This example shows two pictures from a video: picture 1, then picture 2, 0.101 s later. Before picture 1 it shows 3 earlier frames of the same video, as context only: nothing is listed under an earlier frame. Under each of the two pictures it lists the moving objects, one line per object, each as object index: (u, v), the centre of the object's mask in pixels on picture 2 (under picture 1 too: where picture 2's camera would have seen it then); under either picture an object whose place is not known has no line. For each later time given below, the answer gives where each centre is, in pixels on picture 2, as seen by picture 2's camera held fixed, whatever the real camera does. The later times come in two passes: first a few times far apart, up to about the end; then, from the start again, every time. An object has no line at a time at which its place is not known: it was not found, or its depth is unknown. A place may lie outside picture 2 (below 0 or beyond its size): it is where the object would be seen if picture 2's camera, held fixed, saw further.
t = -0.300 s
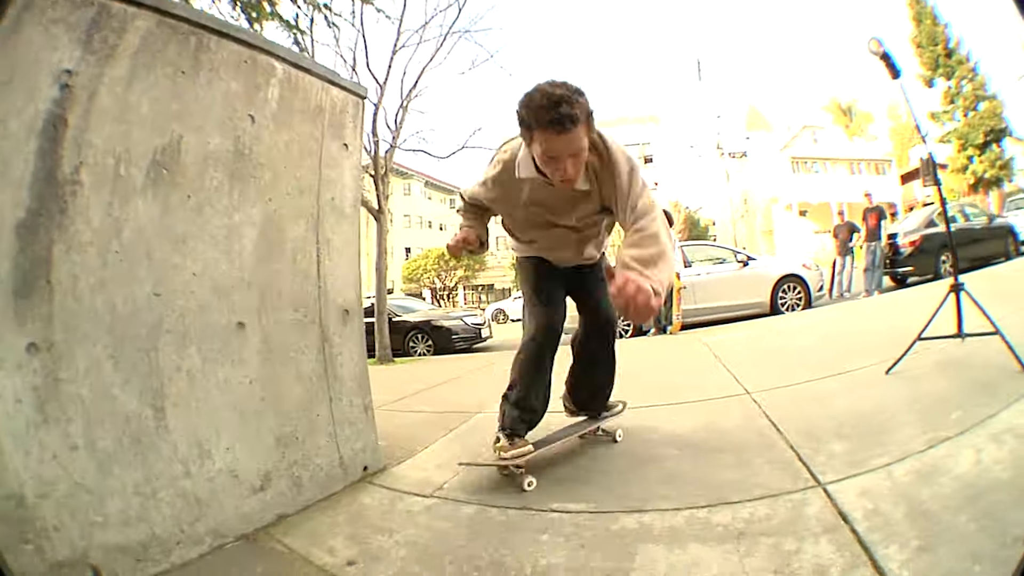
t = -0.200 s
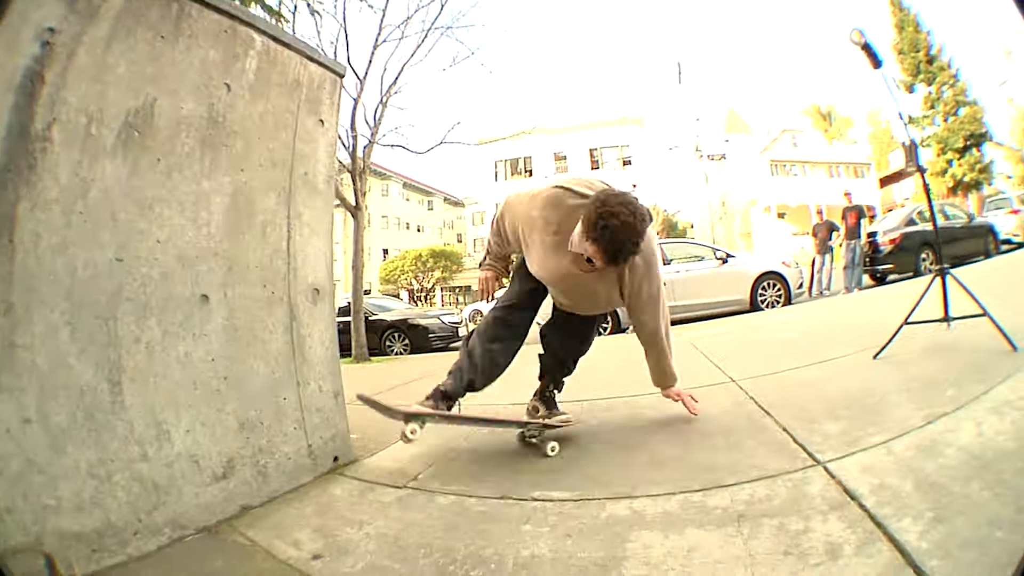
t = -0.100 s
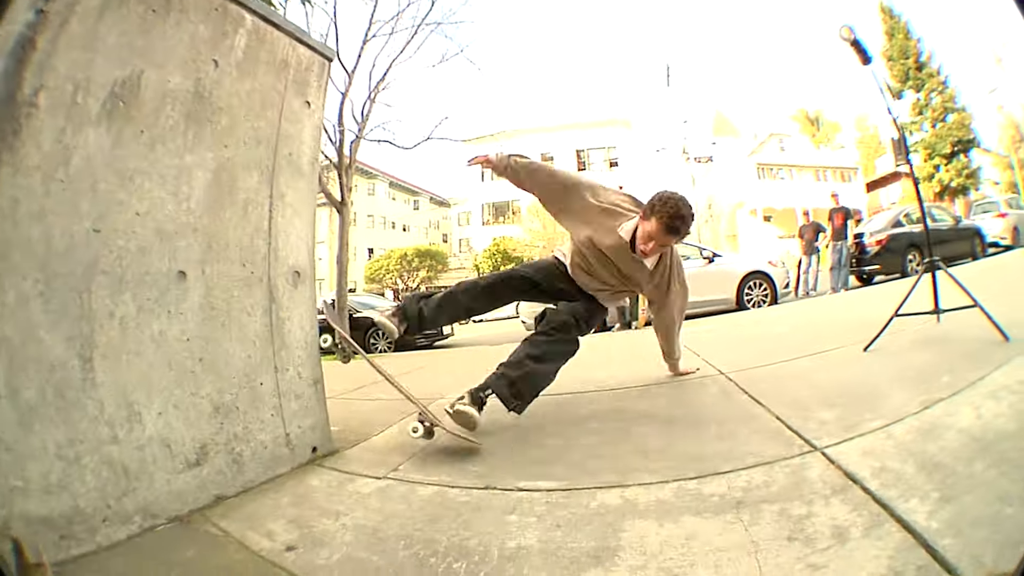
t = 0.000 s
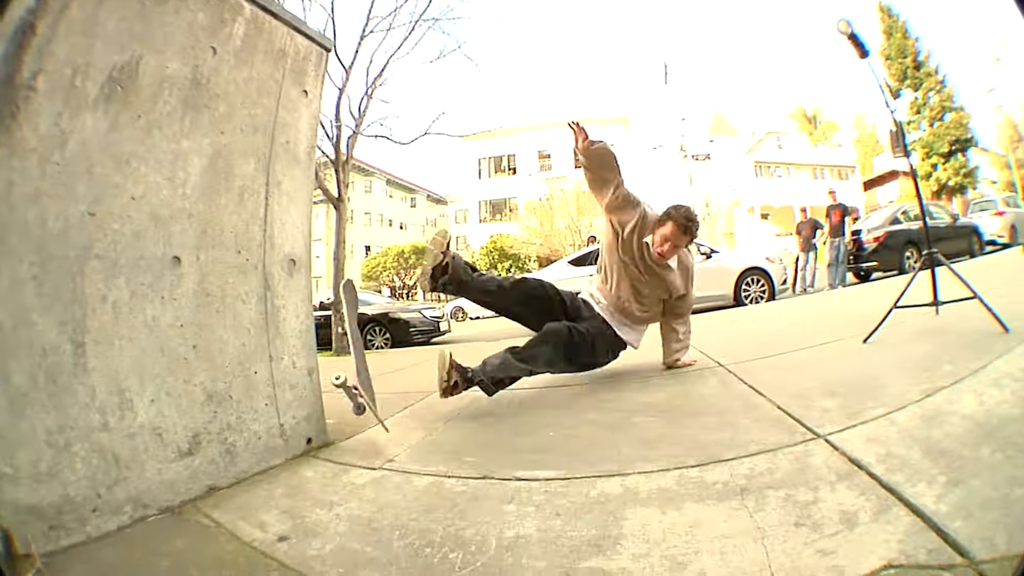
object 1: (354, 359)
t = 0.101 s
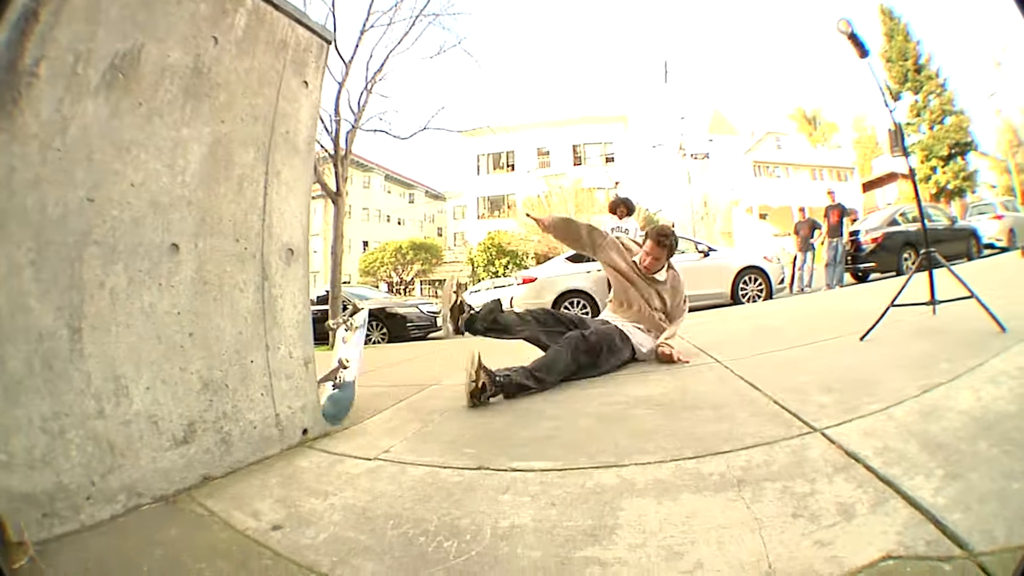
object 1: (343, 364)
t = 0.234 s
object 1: (359, 385)
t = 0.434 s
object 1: (353, 386)
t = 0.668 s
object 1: (342, 387)
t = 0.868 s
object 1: (348, 386)
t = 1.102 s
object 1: (345, 392)
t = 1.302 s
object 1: (346, 398)
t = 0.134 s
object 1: (347, 371)
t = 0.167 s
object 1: (351, 379)
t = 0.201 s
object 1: (354, 382)
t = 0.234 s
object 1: (359, 385)
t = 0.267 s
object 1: (360, 385)
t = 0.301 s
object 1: (358, 383)
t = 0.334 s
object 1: (356, 382)
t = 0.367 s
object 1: (355, 383)
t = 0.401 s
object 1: (354, 384)
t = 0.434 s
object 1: (353, 386)
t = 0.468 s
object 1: (351, 389)
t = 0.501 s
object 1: (348, 390)
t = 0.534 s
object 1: (346, 389)
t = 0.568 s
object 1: (344, 388)
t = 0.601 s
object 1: (343, 387)
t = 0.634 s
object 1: (342, 387)
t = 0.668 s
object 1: (342, 387)
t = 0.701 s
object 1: (343, 388)
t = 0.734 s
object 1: (344, 389)
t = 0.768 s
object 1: (346, 390)
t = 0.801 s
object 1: (347, 389)
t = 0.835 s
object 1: (348, 387)
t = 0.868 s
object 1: (348, 386)
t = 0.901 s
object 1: (348, 385)
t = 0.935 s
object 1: (348, 386)
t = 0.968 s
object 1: (348, 387)
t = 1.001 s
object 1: (348, 389)
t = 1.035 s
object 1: (347, 391)
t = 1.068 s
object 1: (346, 392)
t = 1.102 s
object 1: (345, 392)
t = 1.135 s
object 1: (344, 392)
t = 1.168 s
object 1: (344, 393)
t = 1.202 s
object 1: (344, 394)
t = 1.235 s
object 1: (344, 396)
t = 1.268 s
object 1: (345, 397)
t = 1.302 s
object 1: (346, 398)
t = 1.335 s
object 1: (346, 398)
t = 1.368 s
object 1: (349, 398)
